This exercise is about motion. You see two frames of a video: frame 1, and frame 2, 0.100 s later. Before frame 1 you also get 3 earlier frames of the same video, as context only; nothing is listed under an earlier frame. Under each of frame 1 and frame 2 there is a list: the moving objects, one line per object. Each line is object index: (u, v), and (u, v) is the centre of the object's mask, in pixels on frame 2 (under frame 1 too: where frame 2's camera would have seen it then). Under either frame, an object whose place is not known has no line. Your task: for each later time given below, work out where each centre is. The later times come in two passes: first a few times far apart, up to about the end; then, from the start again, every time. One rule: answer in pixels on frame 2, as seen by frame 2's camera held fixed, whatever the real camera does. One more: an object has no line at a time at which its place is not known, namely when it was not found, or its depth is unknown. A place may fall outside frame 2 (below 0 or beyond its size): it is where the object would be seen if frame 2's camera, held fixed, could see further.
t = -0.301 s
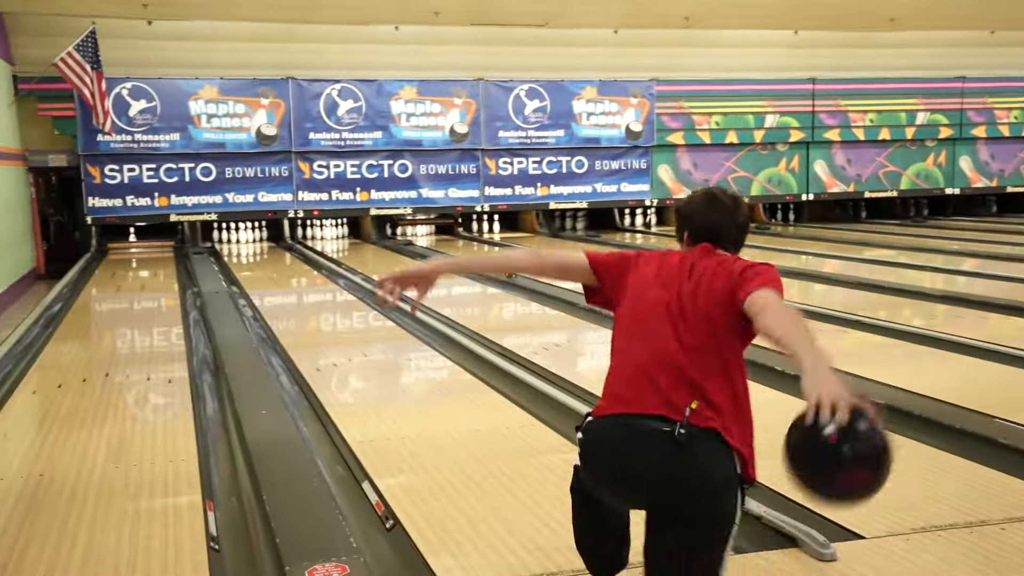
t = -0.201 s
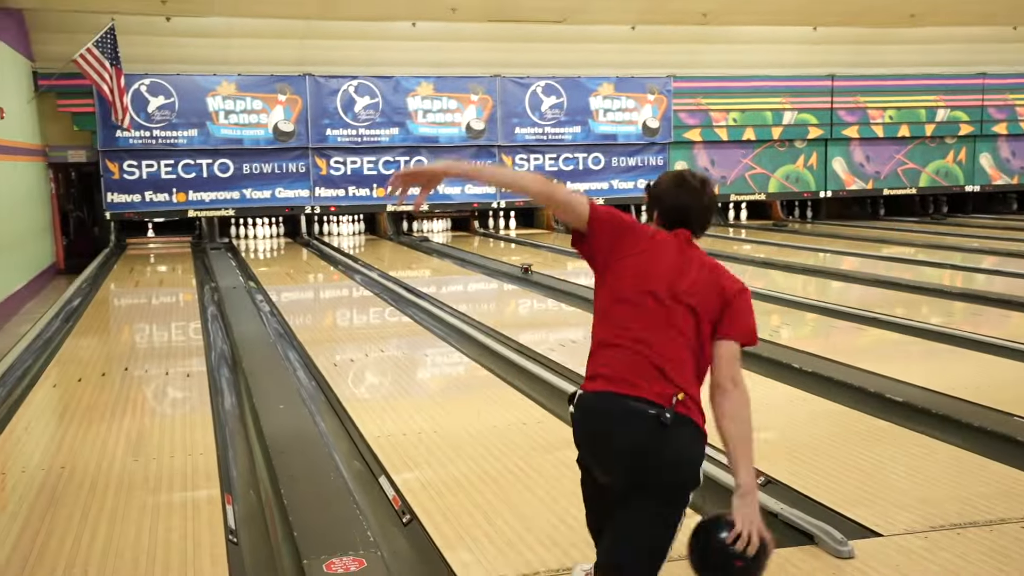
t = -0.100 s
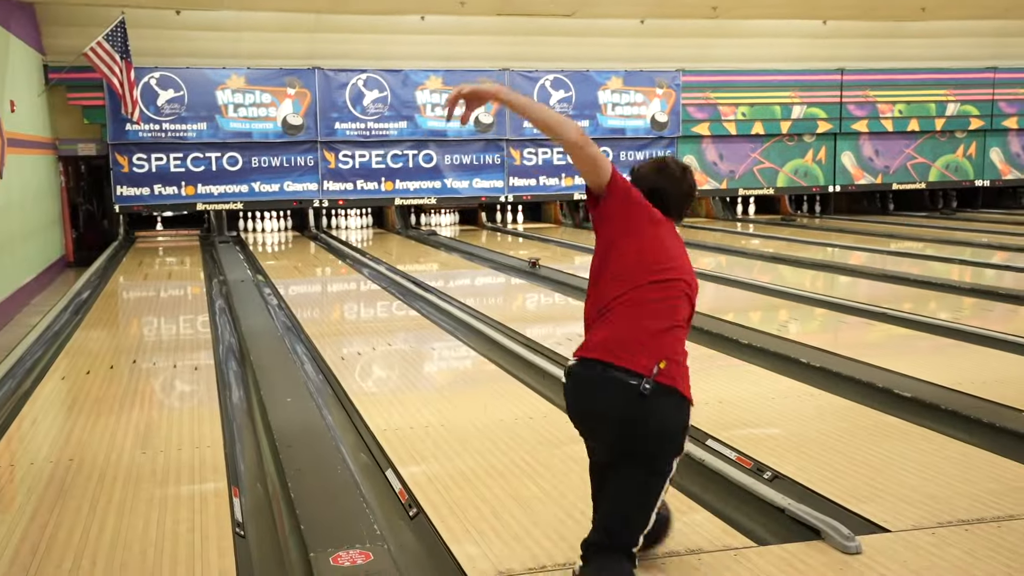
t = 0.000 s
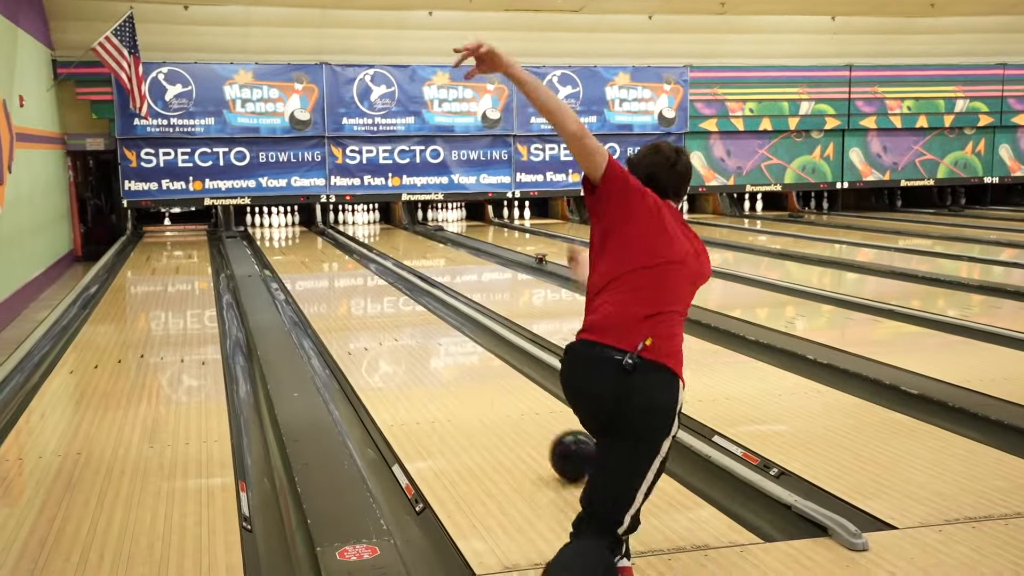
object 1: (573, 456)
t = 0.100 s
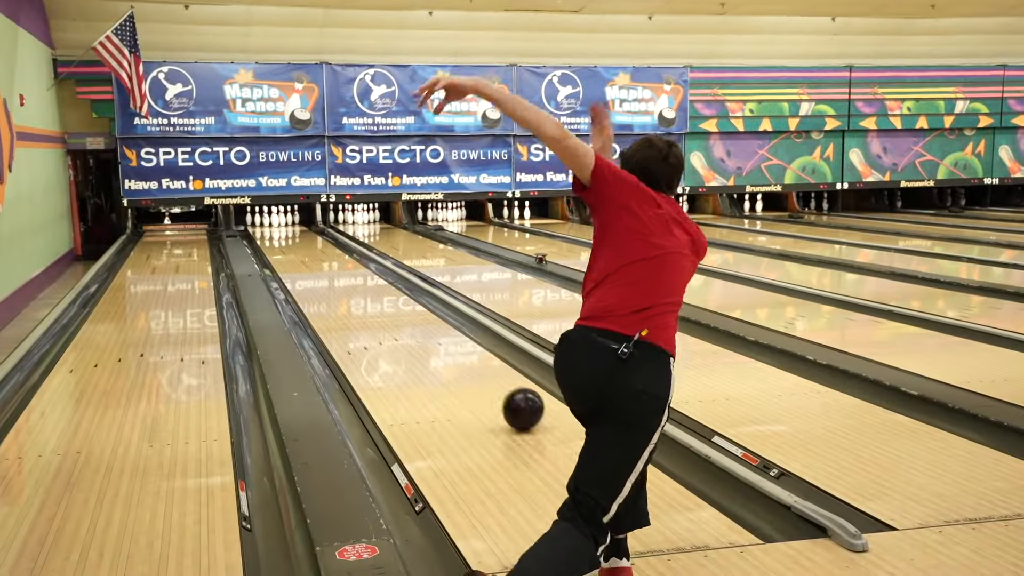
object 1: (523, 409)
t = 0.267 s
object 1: (466, 357)
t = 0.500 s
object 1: (415, 313)
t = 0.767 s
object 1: (379, 281)
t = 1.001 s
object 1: (356, 263)
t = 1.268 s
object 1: (336, 249)
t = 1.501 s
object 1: (318, 239)
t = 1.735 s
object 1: (299, 233)
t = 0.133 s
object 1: (509, 397)
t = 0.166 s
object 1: (497, 385)
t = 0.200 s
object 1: (485, 375)
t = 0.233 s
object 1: (476, 365)
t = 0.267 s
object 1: (466, 357)
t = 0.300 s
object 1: (457, 349)
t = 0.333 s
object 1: (449, 341)
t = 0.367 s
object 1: (441, 335)
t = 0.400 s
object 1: (434, 329)
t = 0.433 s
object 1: (428, 323)
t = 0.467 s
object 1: (421, 318)
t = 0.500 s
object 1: (415, 313)
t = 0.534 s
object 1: (410, 308)
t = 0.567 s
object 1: (405, 304)
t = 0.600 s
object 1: (400, 299)
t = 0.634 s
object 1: (395, 295)
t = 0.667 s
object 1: (391, 292)
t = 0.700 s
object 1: (386, 288)
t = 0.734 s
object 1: (383, 284)
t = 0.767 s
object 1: (379, 281)
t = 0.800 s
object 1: (375, 278)
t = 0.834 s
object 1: (372, 275)
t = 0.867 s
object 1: (368, 273)
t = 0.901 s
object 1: (365, 270)
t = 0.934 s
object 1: (363, 268)
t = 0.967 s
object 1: (359, 266)
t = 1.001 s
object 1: (356, 263)
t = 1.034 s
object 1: (354, 261)
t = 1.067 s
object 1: (351, 259)
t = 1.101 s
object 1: (348, 257)
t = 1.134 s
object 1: (346, 255)
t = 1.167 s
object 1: (343, 253)
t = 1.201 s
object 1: (341, 252)
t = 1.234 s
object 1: (339, 251)
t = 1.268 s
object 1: (336, 249)
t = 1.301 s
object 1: (334, 248)
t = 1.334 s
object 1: (330, 246)
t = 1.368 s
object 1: (328, 245)
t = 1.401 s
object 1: (325, 243)
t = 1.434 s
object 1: (322, 241)
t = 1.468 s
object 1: (320, 240)
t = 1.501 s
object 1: (318, 239)
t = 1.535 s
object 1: (314, 237)
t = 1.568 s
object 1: (312, 237)
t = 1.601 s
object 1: (309, 236)
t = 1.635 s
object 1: (307, 235)
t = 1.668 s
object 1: (304, 235)
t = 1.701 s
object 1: (301, 234)
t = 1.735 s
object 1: (299, 233)
